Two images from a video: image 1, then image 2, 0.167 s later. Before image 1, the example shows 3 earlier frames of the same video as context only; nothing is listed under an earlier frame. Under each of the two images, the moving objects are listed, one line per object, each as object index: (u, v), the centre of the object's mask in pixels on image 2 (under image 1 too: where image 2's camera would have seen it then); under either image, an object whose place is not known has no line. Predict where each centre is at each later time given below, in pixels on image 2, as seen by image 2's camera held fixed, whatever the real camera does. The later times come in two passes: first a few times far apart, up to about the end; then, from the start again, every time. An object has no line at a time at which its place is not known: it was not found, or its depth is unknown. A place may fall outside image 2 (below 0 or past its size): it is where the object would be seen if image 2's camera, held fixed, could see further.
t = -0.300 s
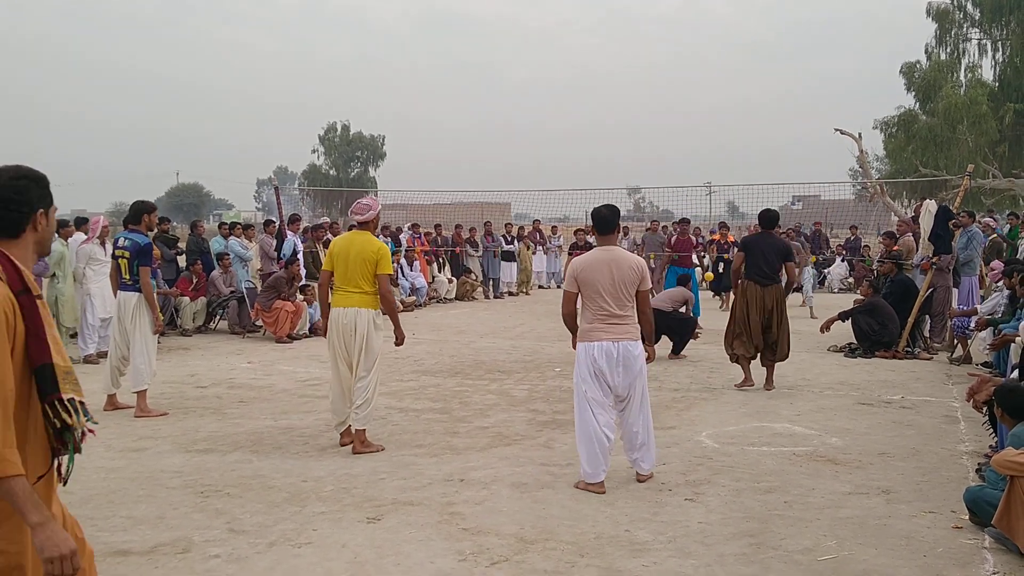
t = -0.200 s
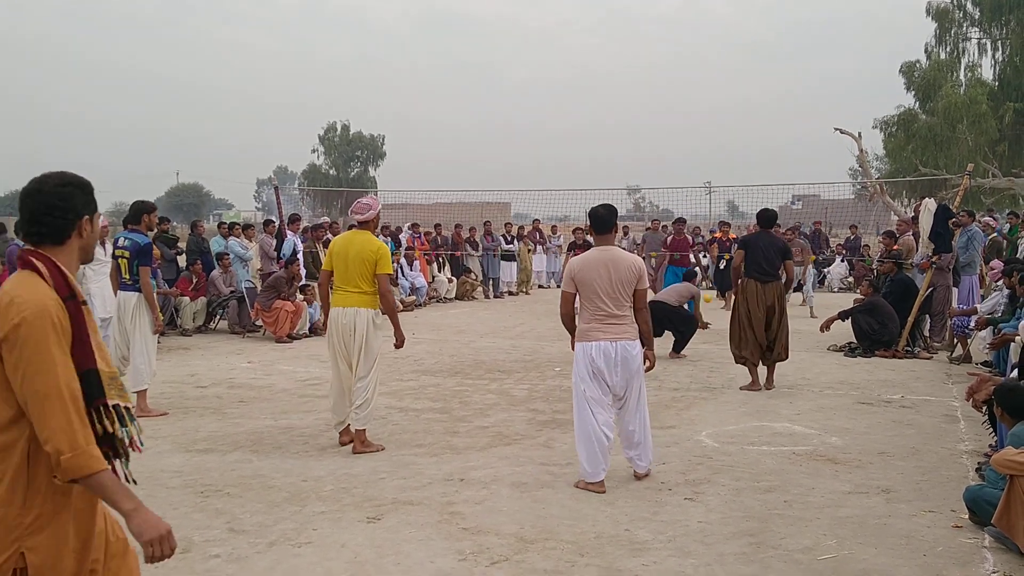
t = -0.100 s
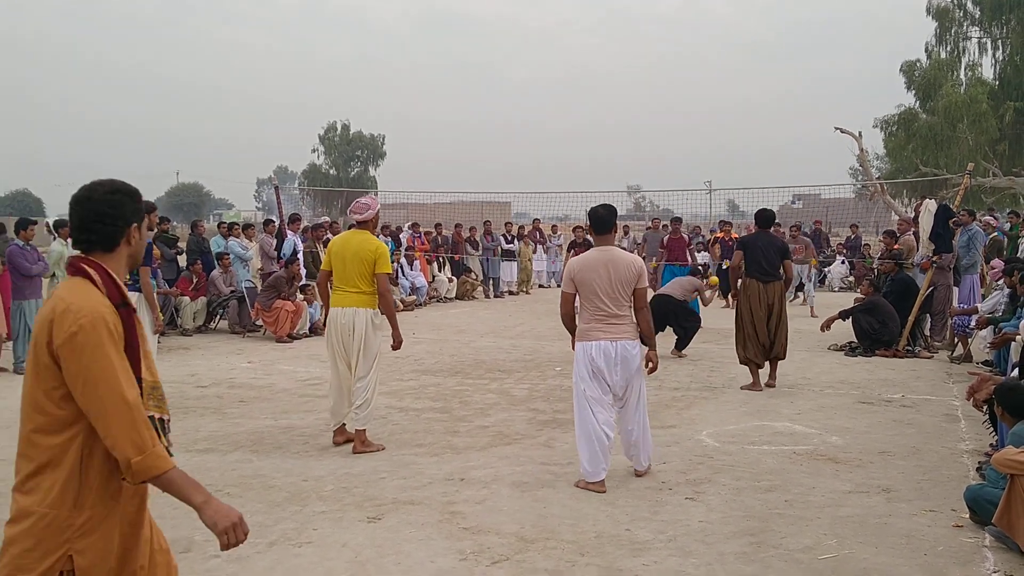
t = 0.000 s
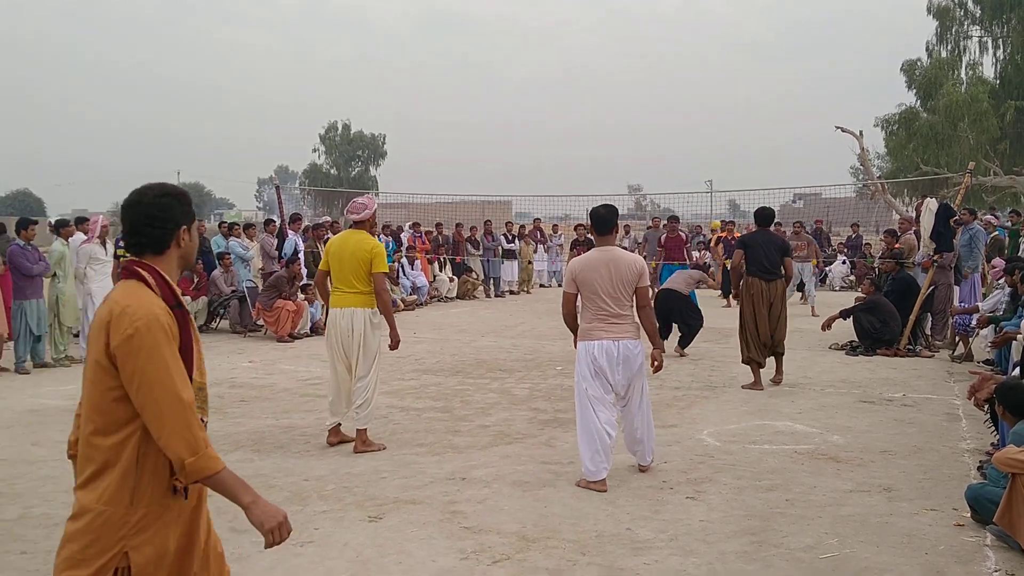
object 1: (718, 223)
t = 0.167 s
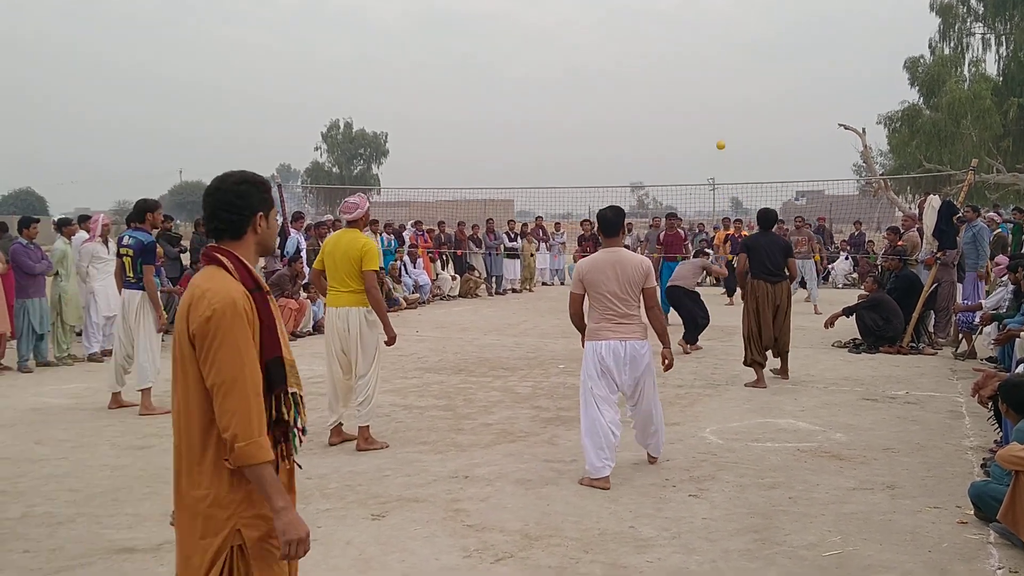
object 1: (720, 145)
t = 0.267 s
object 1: (722, 108)
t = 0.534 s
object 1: (726, 44)
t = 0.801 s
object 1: (730, 43)
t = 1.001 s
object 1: (733, 87)
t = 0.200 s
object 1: (721, 132)
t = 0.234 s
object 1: (721, 119)
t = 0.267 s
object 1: (722, 108)
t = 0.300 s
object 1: (722, 97)
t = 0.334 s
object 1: (723, 87)
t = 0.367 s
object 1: (724, 77)
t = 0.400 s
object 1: (724, 69)
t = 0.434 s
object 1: (724, 61)
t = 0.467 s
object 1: (725, 55)
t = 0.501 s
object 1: (725, 49)
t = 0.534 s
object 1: (726, 44)
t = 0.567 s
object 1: (726, 41)
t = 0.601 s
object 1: (727, 38)
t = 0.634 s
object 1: (727, 36)
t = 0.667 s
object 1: (728, 36)
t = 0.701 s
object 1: (728, 36)
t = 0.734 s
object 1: (729, 37)
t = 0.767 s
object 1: (729, 39)
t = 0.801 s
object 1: (730, 43)
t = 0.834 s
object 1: (730, 48)
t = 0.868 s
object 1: (731, 53)
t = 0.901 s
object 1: (731, 60)
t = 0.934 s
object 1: (732, 68)
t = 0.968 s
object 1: (732, 77)
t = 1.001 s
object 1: (733, 87)
